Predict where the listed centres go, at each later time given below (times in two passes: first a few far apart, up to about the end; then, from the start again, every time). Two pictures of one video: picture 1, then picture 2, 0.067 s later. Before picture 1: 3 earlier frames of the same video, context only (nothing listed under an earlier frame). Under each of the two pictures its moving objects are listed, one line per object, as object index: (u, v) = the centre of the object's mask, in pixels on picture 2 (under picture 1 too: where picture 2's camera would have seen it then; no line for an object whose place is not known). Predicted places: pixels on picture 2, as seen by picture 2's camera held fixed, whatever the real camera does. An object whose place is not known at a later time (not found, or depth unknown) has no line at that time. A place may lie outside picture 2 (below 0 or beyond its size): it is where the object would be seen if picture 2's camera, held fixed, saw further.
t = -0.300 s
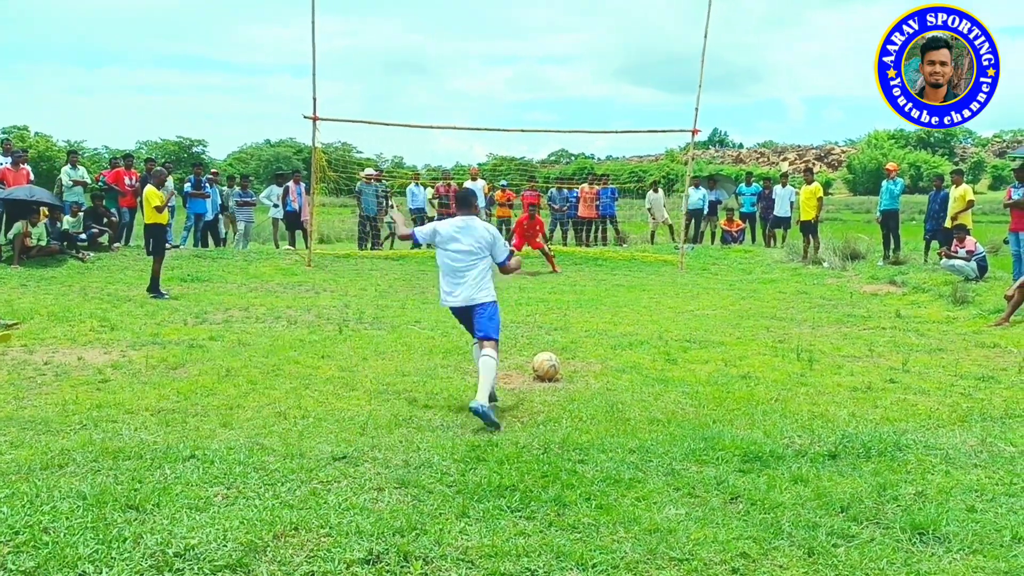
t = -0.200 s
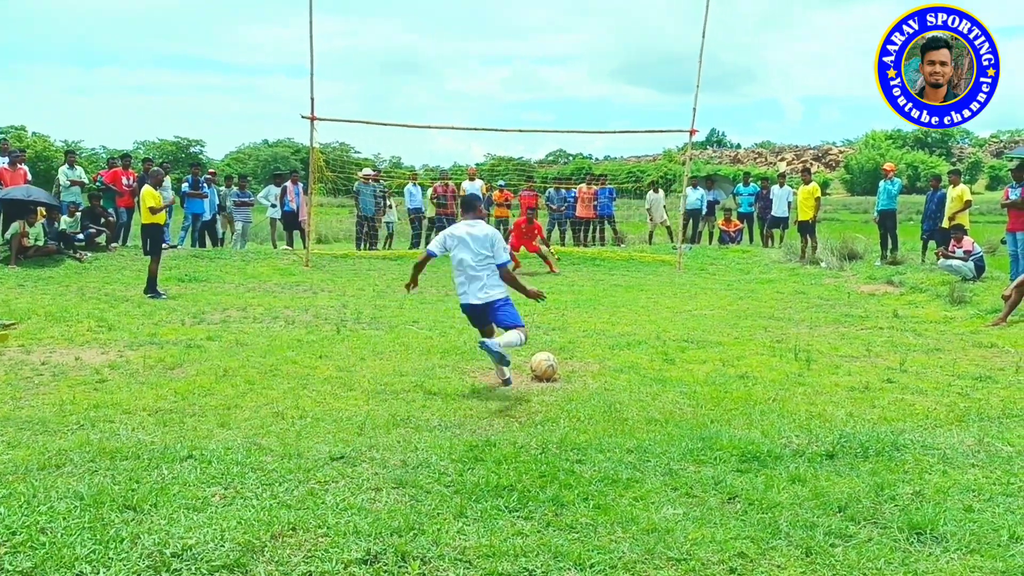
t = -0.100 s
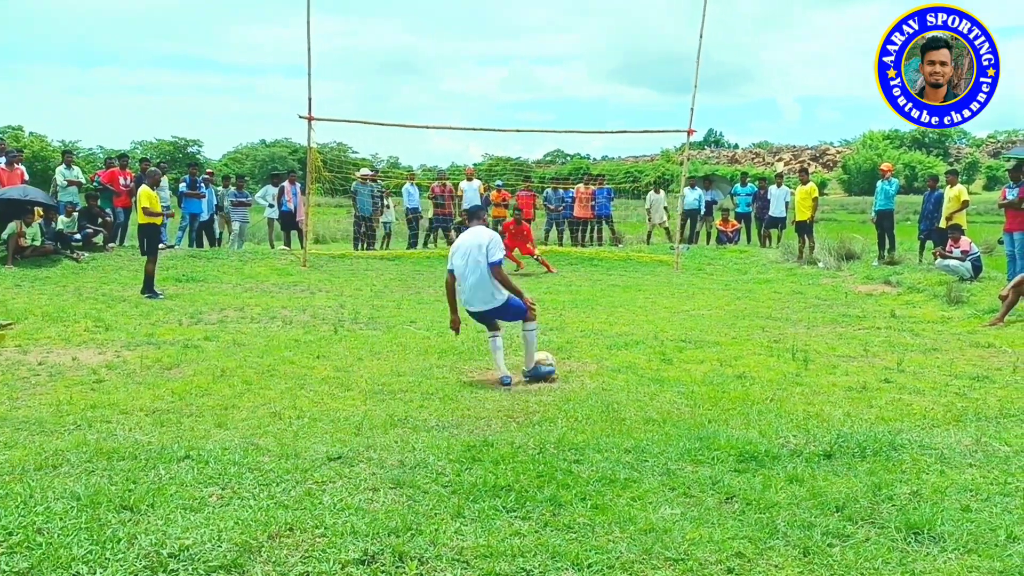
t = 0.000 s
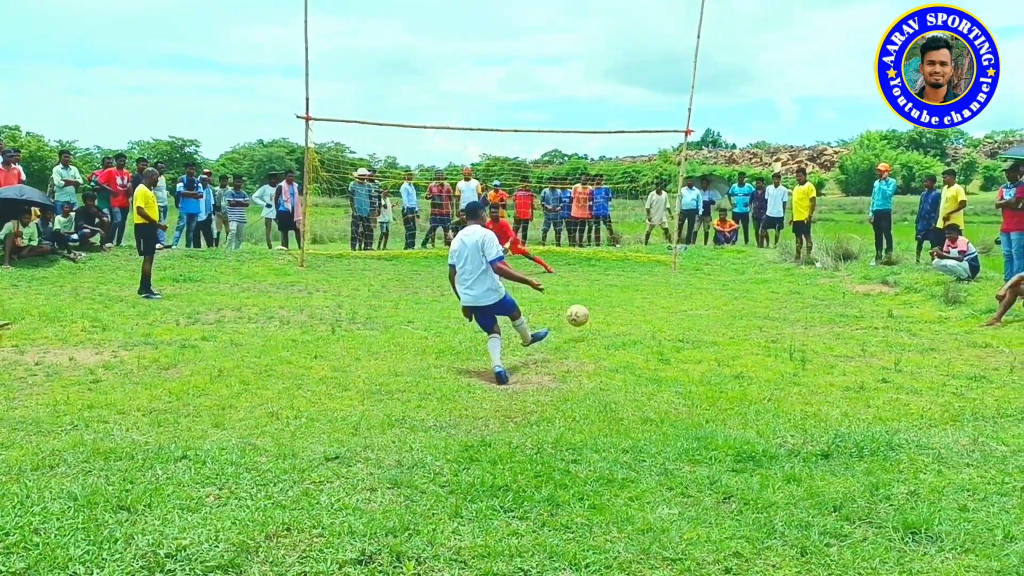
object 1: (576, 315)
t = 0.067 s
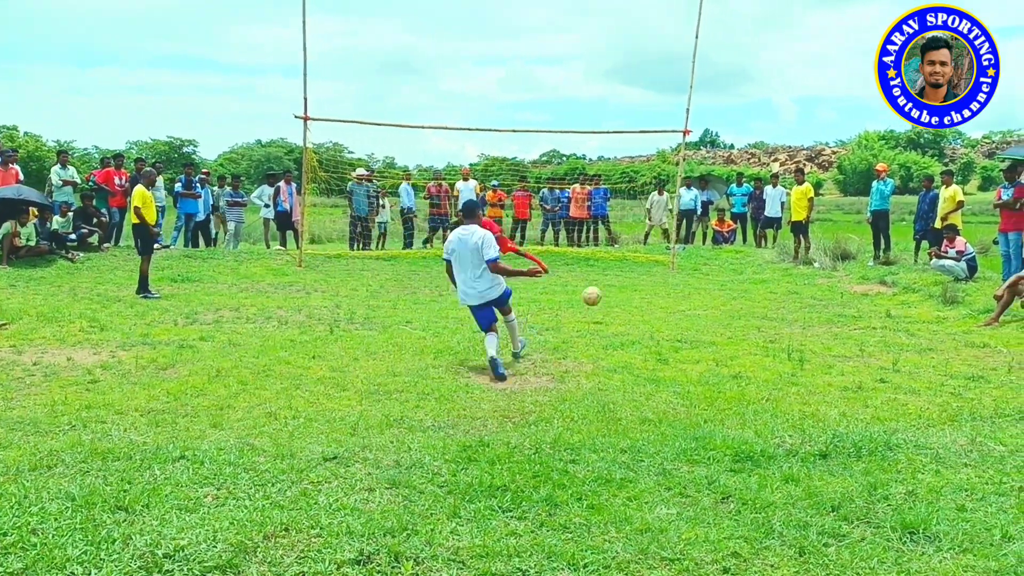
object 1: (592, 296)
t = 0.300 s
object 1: (618, 273)
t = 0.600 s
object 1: (623, 234)
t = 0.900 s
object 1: (659, 178)
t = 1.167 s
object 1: (686, 170)
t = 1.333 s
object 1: (702, 184)
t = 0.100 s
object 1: (598, 289)
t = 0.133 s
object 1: (603, 284)
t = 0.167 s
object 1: (608, 279)
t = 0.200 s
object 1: (611, 276)
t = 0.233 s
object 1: (614, 274)
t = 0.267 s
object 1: (616, 273)
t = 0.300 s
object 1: (618, 273)
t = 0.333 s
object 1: (619, 273)
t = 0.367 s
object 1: (620, 268)
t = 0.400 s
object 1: (620, 260)
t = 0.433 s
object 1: (620, 254)
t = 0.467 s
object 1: (621, 249)
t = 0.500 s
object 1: (621, 246)
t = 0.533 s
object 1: (621, 242)
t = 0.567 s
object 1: (621, 240)
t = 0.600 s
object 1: (623, 234)
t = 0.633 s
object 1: (626, 226)
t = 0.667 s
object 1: (631, 217)
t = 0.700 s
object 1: (636, 209)
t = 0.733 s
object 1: (641, 202)
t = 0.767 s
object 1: (645, 196)
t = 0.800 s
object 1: (648, 190)
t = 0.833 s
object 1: (652, 186)
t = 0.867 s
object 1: (655, 182)
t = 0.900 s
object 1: (659, 178)
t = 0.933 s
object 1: (662, 175)
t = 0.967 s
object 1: (665, 173)
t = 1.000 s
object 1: (669, 170)
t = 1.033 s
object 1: (672, 170)
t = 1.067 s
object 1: (674, 168)
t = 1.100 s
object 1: (678, 167)
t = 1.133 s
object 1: (683, 168)
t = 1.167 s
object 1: (686, 170)
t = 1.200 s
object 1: (688, 172)
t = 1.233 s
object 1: (692, 174)
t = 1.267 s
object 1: (695, 177)
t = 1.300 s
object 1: (698, 181)
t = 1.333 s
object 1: (702, 184)
